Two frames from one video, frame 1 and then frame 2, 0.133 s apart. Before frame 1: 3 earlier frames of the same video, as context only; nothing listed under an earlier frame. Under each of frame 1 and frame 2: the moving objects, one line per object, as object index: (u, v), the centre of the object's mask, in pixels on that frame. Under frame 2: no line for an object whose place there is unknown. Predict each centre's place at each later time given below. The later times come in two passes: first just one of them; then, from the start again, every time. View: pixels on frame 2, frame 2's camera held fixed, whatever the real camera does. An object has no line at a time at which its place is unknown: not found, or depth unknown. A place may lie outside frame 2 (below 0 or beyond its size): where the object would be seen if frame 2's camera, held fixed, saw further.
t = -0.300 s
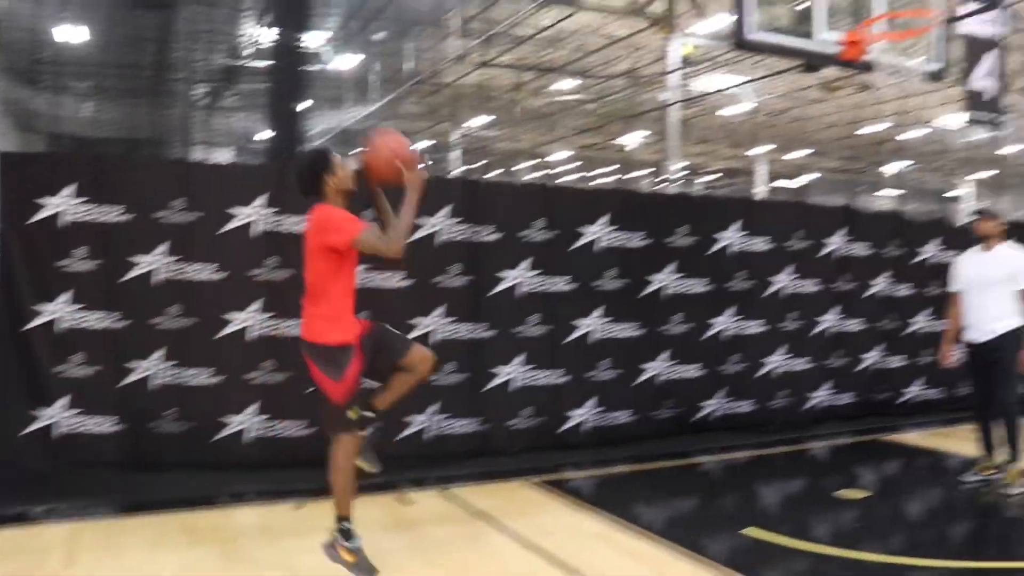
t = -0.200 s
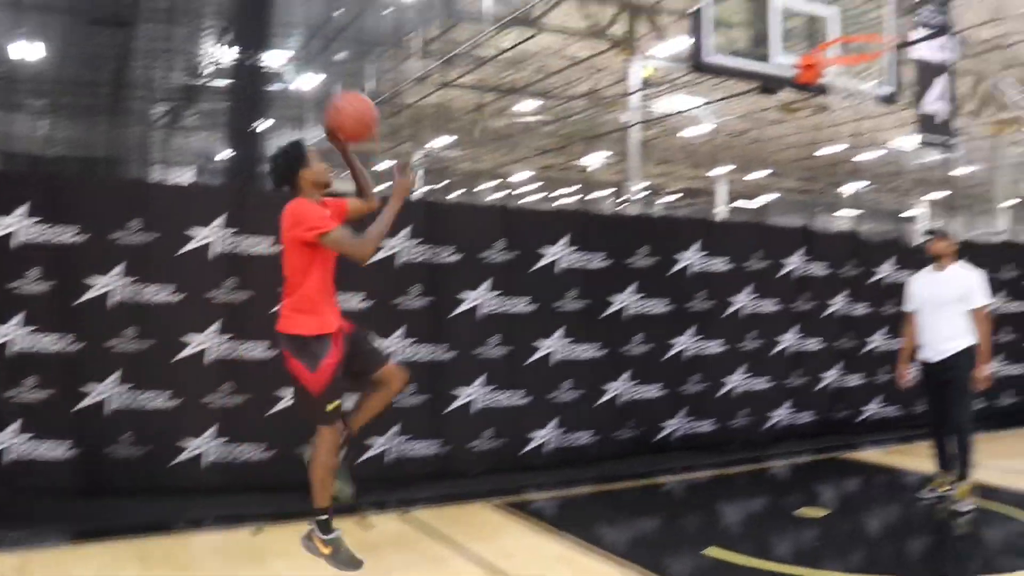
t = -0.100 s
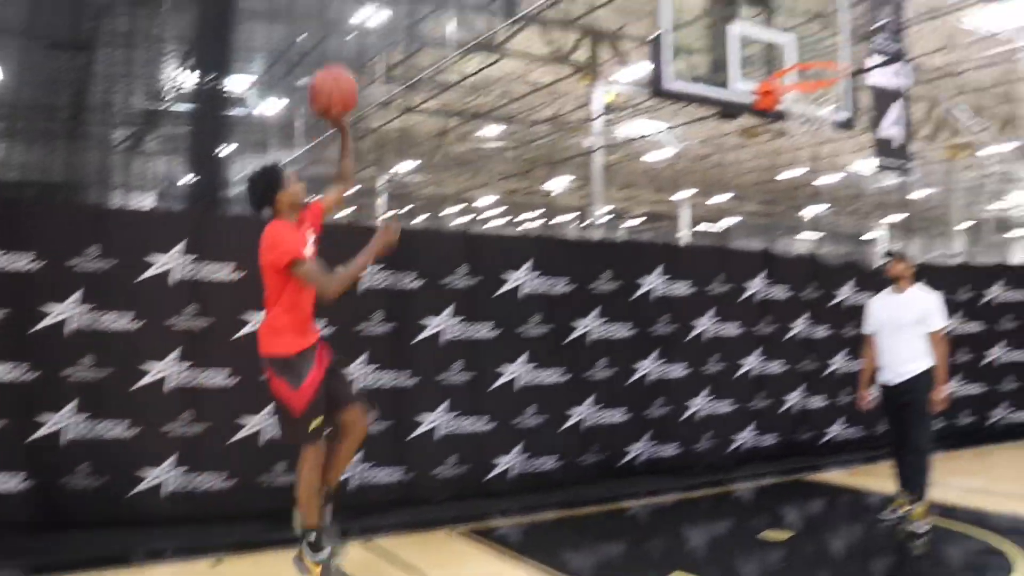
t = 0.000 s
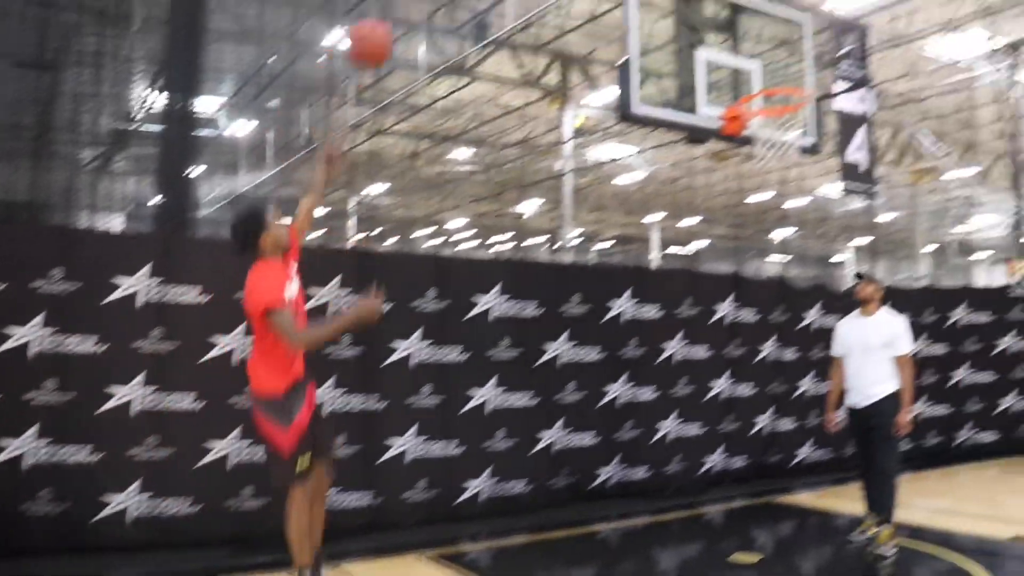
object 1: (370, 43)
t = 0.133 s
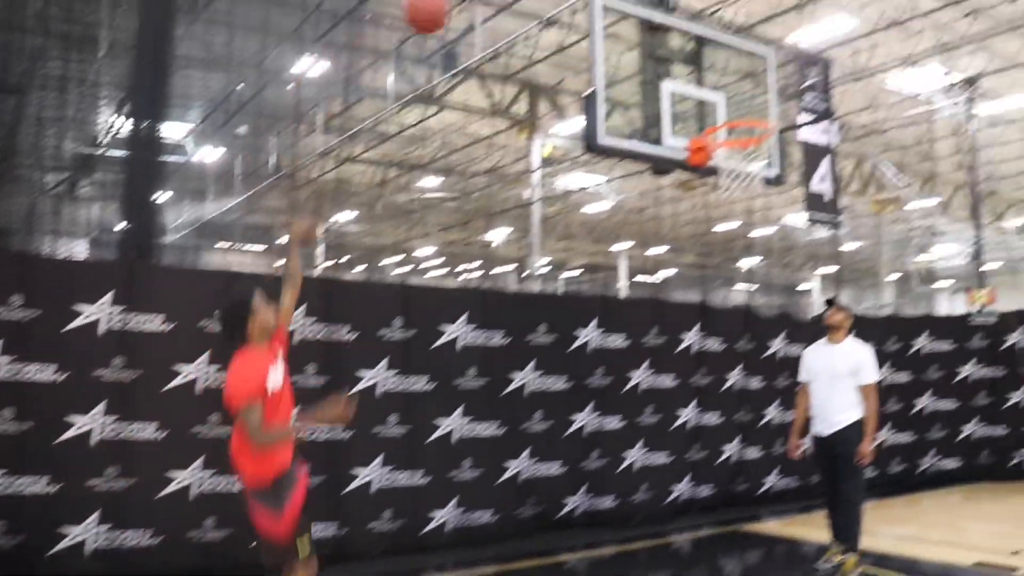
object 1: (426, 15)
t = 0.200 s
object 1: (466, -1)
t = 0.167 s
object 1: (447, 6)
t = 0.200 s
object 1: (466, -1)
